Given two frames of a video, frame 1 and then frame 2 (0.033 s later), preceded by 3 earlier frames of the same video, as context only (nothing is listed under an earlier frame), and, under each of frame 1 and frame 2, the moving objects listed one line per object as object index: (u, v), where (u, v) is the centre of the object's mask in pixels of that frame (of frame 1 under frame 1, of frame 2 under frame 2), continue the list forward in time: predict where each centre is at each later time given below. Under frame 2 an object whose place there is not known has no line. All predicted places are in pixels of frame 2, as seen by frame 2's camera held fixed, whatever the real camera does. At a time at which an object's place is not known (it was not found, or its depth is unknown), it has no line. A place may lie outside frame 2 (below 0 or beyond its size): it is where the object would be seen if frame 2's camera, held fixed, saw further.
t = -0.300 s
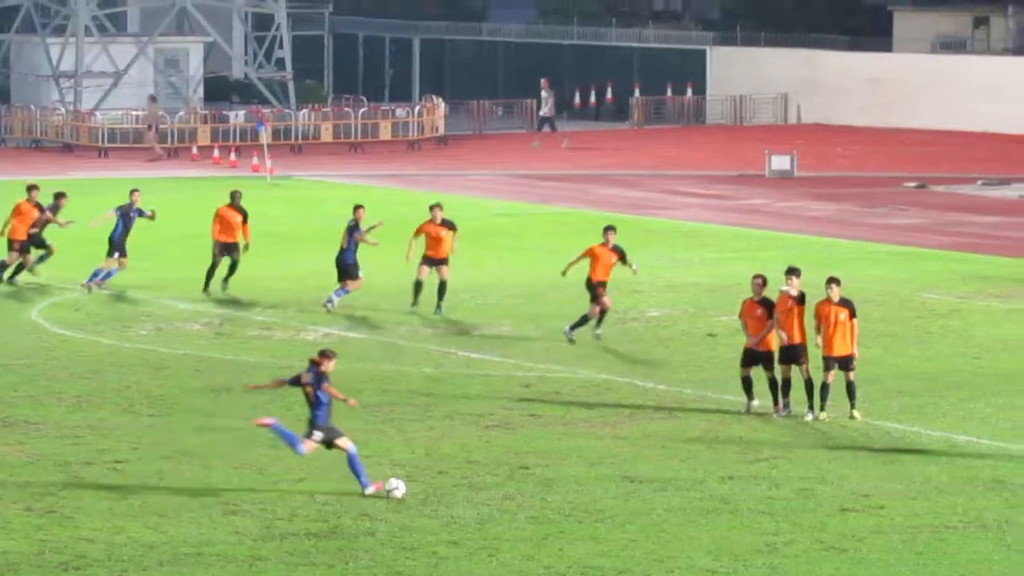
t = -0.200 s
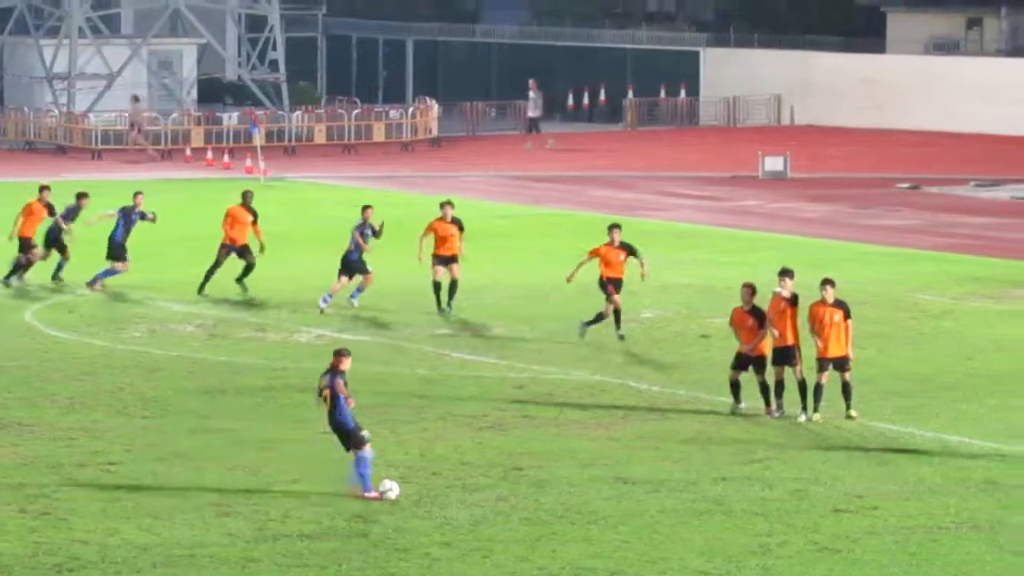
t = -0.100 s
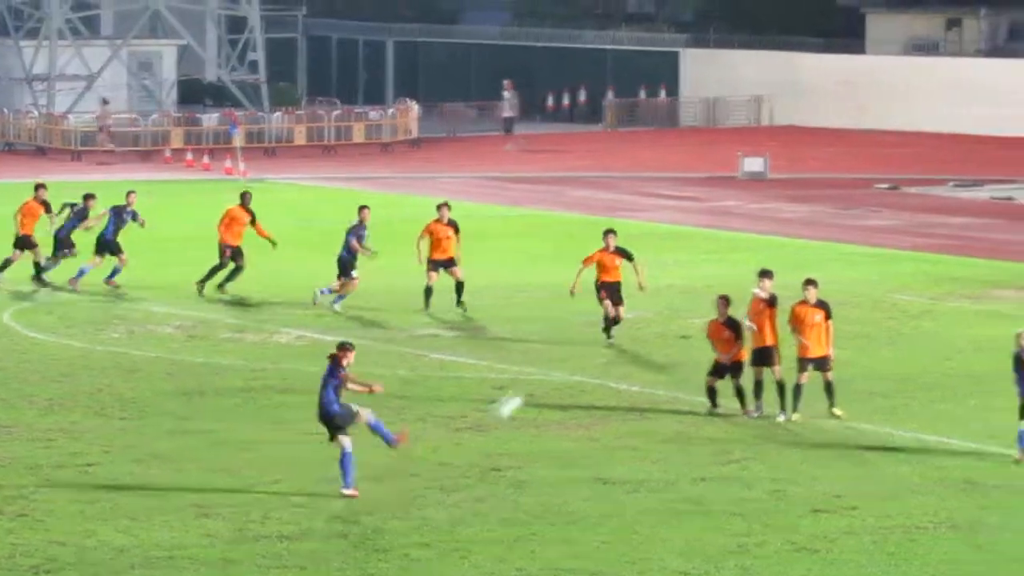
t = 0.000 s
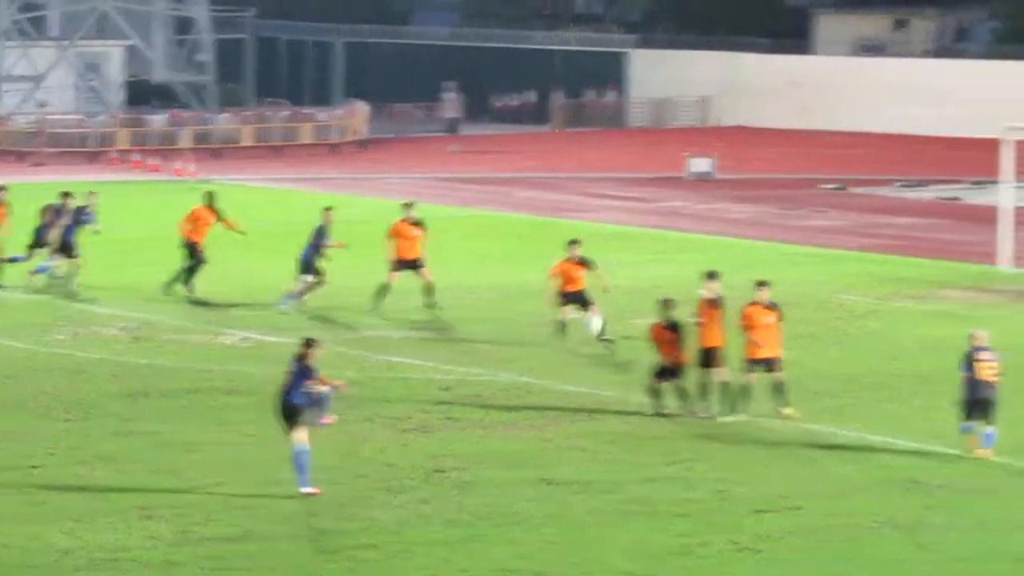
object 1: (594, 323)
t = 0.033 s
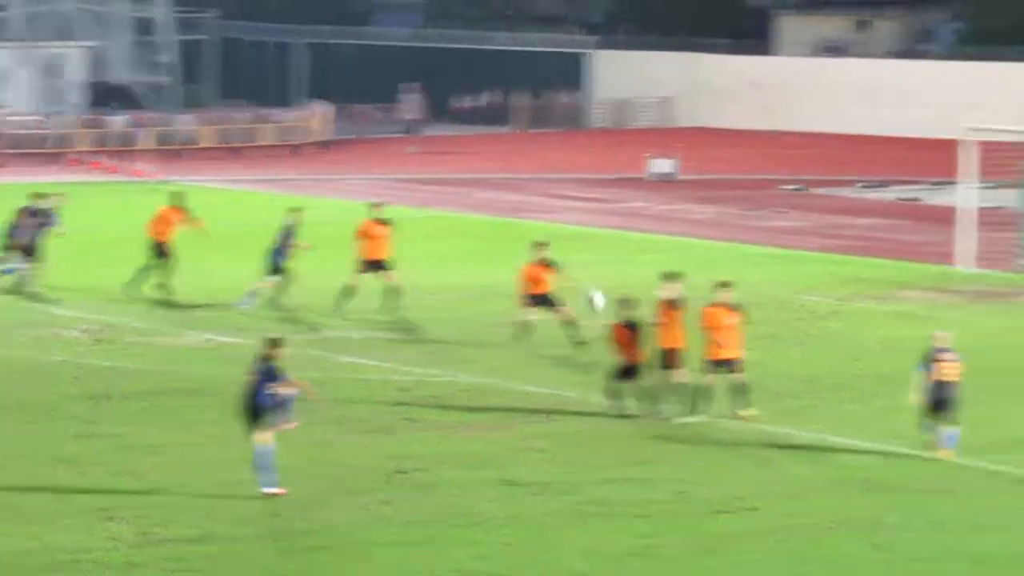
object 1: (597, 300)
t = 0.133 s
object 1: (702, 233)
